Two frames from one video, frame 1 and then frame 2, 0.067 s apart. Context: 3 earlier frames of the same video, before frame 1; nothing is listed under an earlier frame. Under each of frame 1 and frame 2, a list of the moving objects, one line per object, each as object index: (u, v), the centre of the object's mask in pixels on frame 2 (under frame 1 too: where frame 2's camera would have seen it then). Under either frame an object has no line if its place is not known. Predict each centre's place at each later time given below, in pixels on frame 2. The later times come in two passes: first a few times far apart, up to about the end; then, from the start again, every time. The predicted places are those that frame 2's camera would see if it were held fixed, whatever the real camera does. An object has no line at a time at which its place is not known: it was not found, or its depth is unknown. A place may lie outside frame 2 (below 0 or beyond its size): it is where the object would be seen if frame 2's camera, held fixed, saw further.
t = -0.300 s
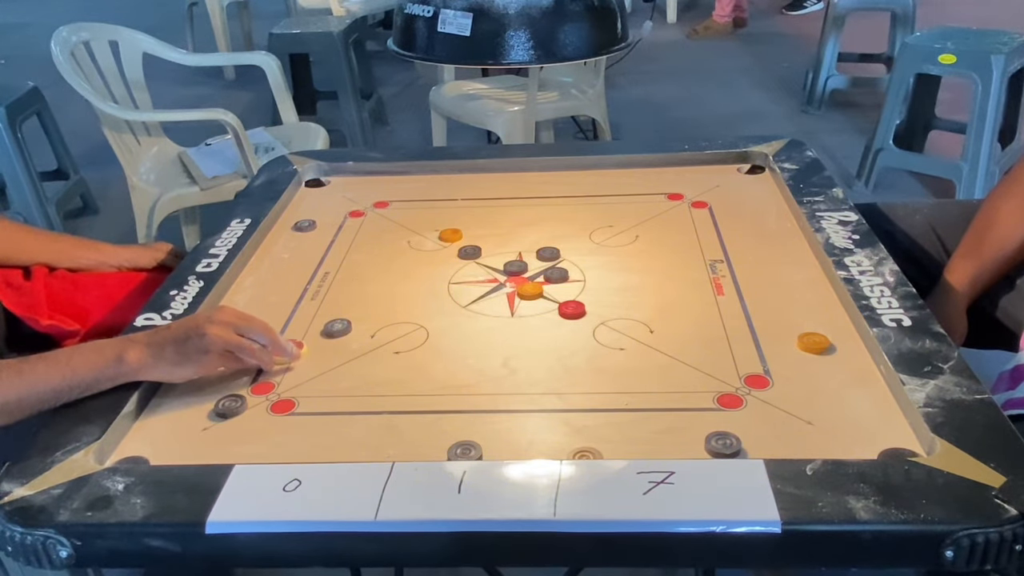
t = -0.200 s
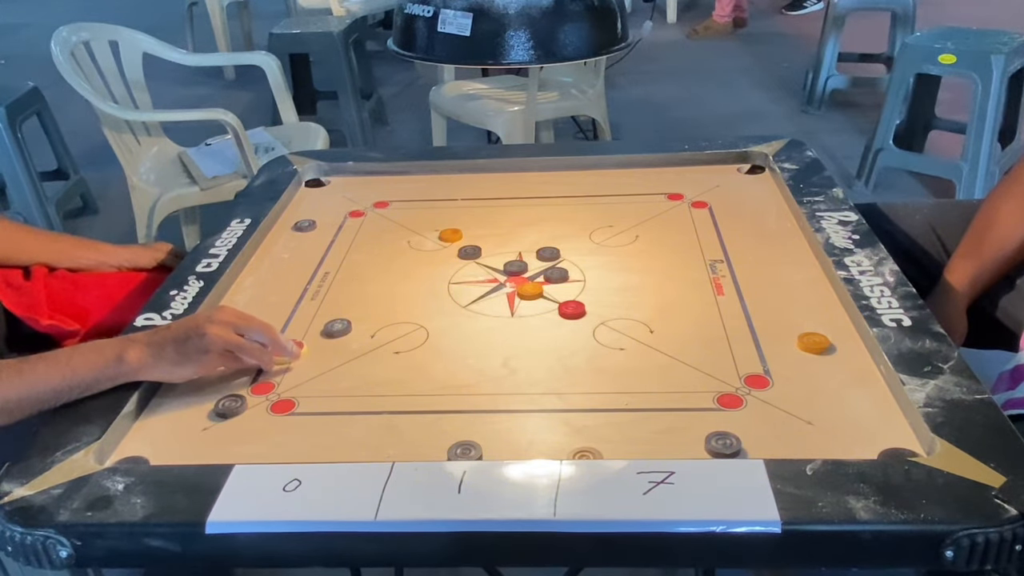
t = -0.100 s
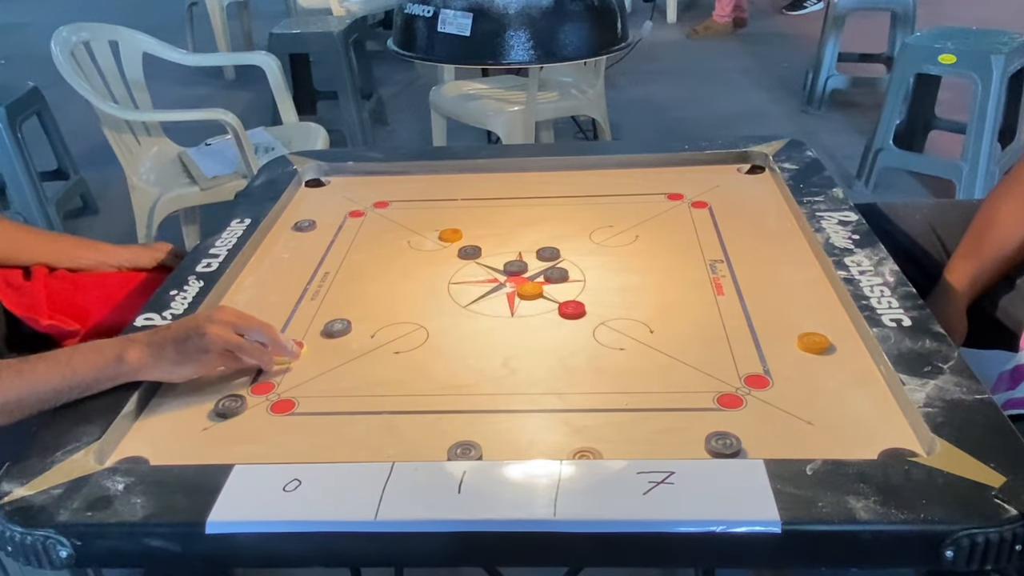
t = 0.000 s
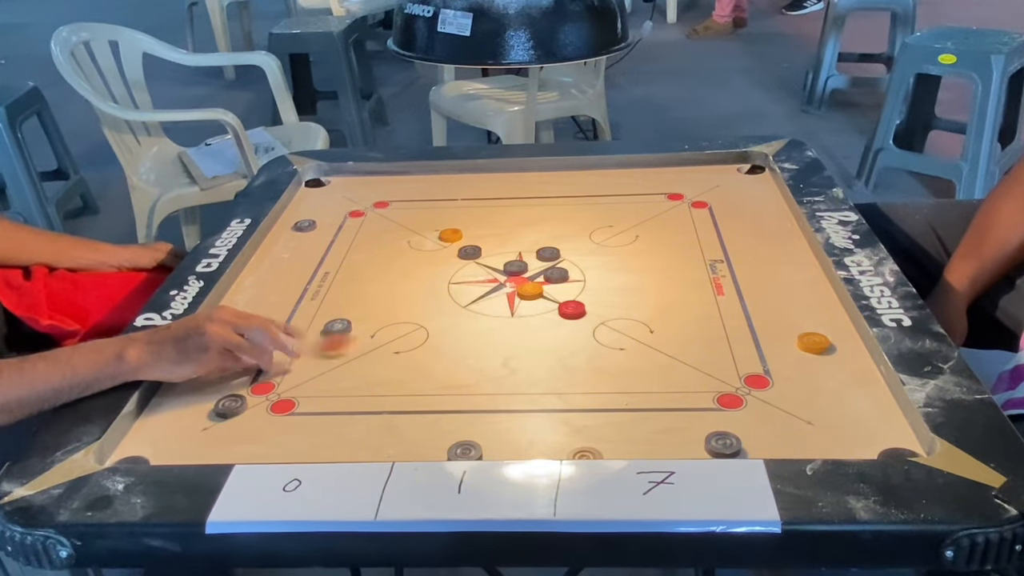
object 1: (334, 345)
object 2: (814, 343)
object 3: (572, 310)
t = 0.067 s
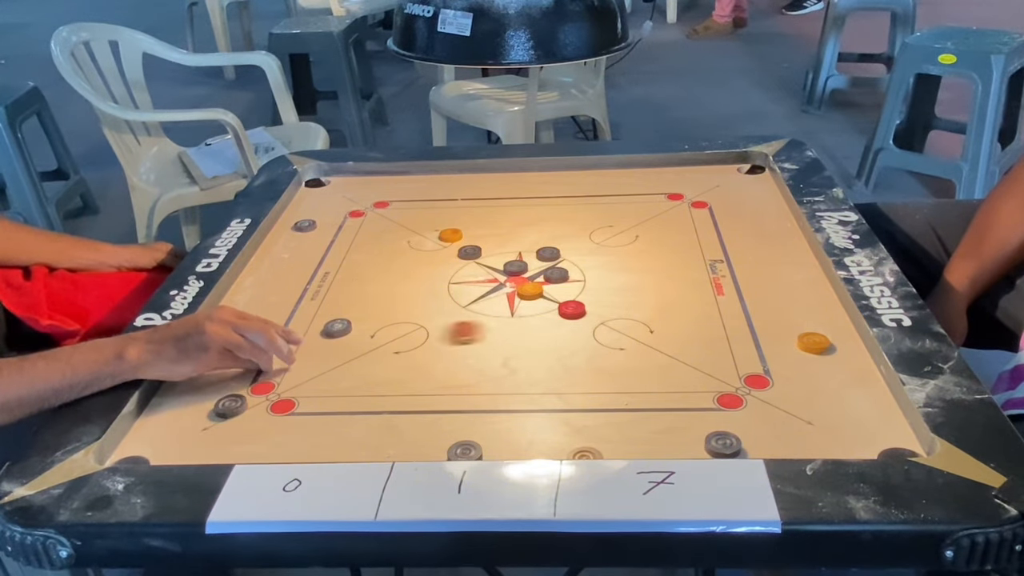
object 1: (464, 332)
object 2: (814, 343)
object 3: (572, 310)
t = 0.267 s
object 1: (745, 329)
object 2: (814, 343)
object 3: (735, 232)
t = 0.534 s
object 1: (744, 326)
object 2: (736, 397)
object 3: (627, 180)
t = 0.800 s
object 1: (656, 327)
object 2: (645, 421)
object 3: (532, 186)
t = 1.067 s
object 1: (641, 327)
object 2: (637, 422)
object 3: (497, 195)
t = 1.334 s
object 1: (641, 327)
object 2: (637, 422)
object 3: (497, 195)
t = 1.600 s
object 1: (641, 327)
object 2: (636, 422)
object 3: (497, 195)
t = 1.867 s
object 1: (641, 327)
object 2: (636, 422)
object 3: (497, 195)
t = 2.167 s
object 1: (641, 327)
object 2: (636, 422)
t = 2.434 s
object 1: (641, 327)
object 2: (636, 422)
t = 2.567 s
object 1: (641, 327)
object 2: (636, 422)
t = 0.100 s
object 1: (526, 326)
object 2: (814, 343)
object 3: (572, 310)
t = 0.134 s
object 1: (575, 324)
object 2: (814, 343)
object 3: (597, 298)
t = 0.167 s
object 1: (619, 325)
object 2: (814, 343)
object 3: (636, 279)
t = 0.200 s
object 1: (661, 327)
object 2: (814, 343)
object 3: (671, 262)
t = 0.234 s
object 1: (702, 328)
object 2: (814, 343)
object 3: (703, 246)
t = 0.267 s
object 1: (745, 329)
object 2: (814, 343)
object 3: (735, 232)
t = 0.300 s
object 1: (784, 329)
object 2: (814, 343)
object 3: (763, 218)
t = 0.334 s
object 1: (810, 328)
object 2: (853, 355)
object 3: (769, 208)
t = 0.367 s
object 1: (834, 324)
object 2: (837, 364)
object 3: (740, 203)
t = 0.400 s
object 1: (815, 325)
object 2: (814, 371)
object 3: (714, 197)
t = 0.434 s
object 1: (795, 325)
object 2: (794, 378)
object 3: (690, 192)
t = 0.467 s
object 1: (776, 326)
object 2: (774, 385)
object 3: (667, 188)
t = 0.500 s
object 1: (760, 326)
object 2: (755, 390)
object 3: (646, 184)
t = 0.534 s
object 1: (744, 326)
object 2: (736, 397)
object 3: (627, 180)
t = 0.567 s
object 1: (728, 327)
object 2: (721, 401)
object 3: (610, 177)
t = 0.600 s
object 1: (715, 327)
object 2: (706, 406)
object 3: (593, 173)
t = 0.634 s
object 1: (702, 326)
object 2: (692, 410)
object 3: (580, 173)
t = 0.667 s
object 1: (690, 327)
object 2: (679, 413)
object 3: (570, 176)
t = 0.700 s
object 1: (680, 327)
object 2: (669, 416)
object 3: (559, 179)
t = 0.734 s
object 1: (670, 327)
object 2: (659, 418)
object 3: (549, 182)
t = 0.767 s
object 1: (663, 327)
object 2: (651, 420)
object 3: (540, 184)
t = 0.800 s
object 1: (656, 327)
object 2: (645, 421)
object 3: (532, 186)
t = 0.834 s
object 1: (651, 327)
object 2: (641, 422)
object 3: (525, 188)
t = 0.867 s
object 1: (646, 327)
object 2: (638, 422)
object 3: (518, 190)
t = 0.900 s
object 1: (644, 327)
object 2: (637, 422)
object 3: (512, 191)
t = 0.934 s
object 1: (642, 327)
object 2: (637, 422)
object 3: (508, 192)
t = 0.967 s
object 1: (641, 327)
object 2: (637, 422)
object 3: (504, 193)
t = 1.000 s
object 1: (641, 327)
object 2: (637, 422)
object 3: (501, 194)
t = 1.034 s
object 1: (641, 327)
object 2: (637, 422)
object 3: (498, 195)
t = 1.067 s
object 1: (641, 327)
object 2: (637, 422)
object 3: (497, 195)
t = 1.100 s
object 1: (641, 327)
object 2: (637, 422)
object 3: (497, 195)
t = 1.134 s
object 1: (641, 327)
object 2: (637, 422)
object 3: (497, 195)
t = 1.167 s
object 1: (641, 327)
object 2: (637, 422)
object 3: (497, 195)
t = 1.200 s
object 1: (641, 327)
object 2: (637, 422)
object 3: (497, 195)
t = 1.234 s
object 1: (641, 327)
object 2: (637, 422)
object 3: (497, 195)
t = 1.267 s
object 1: (641, 327)
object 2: (637, 422)
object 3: (497, 195)
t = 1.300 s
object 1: (641, 327)
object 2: (637, 422)
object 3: (497, 195)
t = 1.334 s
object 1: (641, 327)
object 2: (637, 422)
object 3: (497, 195)
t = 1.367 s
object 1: (641, 327)
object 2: (637, 422)
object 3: (497, 195)
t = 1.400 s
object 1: (641, 327)
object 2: (637, 422)
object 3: (497, 195)
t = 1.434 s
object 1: (641, 327)
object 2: (636, 422)
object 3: (497, 195)
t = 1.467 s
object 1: (641, 327)
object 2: (637, 422)
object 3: (497, 195)
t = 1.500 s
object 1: (641, 327)
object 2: (636, 422)
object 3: (497, 195)
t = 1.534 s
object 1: (641, 327)
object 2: (636, 422)
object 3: (497, 195)
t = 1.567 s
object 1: (641, 327)
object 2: (636, 422)
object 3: (497, 195)
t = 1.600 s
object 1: (641, 327)
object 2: (636, 422)
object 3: (497, 195)
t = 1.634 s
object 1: (641, 327)
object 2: (636, 422)
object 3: (497, 195)
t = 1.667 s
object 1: (641, 327)
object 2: (636, 422)
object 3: (497, 195)
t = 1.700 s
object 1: (641, 327)
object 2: (636, 422)
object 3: (497, 195)
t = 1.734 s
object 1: (641, 327)
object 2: (636, 422)
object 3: (497, 195)
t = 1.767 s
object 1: (641, 327)
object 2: (636, 422)
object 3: (497, 195)
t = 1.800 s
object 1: (641, 327)
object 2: (636, 422)
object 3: (497, 195)
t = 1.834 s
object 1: (641, 327)
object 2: (636, 422)
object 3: (497, 195)
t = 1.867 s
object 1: (641, 327)
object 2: (636, 422)
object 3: (497, 195)
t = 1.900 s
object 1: (641, 327)
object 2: (636, 422)
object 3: (497, 195)
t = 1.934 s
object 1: (641, 327)
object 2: (636, 422)
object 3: (497, 195)
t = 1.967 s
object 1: (641, 327)
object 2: (636, 422)
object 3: (497, 195)
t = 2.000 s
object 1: (641, 327)
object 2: (636, 422)
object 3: (497, 195)
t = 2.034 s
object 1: (641, 327)
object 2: (636, 422)
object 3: (497, 195)
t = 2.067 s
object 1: (641, 327)
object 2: (636, 422)
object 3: (497, 195)
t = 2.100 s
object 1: (641, 327)
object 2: (636, 422)
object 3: (497, 195)
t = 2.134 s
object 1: (641, 327)
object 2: (636, 422)
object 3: (497, 195)
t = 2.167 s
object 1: (641, 327)
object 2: (636, 422)
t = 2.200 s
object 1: (641, 327)
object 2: (636, 422)
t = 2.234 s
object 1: (641, 327)
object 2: (636, 422)
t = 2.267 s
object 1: (641, 327)
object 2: (636, 422)
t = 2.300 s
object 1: (641, 327)
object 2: (636, 422)
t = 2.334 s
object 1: (641, 327)
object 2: (636, 422)
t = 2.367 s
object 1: (641, 327)
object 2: (636, 422)
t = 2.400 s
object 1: (641, 327)
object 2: (636, 422)
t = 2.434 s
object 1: (641, 327)
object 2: (636, 422)
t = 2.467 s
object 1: (641, 327)
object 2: (636, 422)
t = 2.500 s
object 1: (641, 327)
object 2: (636, 422)
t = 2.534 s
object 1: (641, 327)
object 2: (636, 422)
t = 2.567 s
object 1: (641, 327)
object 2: (636, 422)
